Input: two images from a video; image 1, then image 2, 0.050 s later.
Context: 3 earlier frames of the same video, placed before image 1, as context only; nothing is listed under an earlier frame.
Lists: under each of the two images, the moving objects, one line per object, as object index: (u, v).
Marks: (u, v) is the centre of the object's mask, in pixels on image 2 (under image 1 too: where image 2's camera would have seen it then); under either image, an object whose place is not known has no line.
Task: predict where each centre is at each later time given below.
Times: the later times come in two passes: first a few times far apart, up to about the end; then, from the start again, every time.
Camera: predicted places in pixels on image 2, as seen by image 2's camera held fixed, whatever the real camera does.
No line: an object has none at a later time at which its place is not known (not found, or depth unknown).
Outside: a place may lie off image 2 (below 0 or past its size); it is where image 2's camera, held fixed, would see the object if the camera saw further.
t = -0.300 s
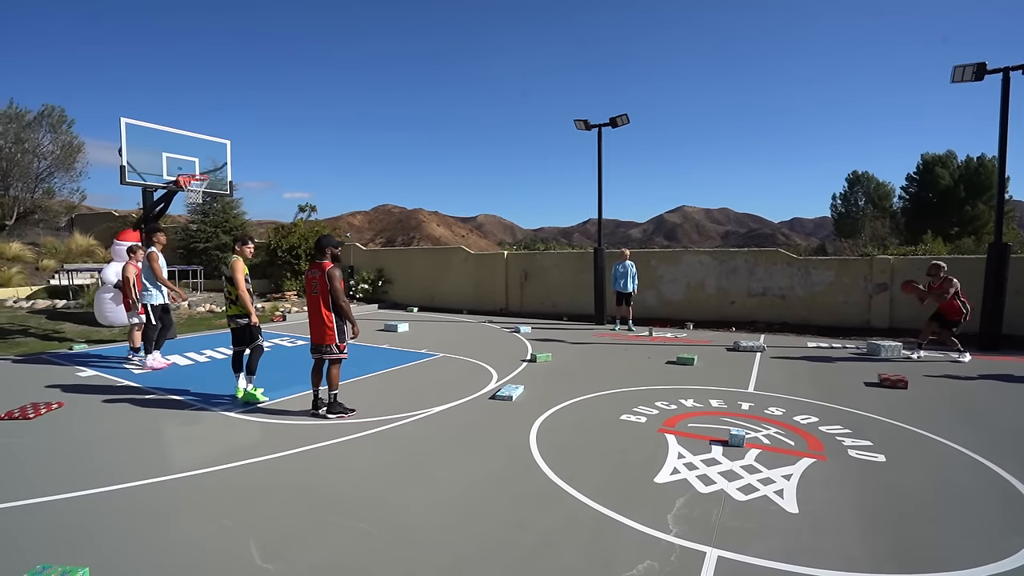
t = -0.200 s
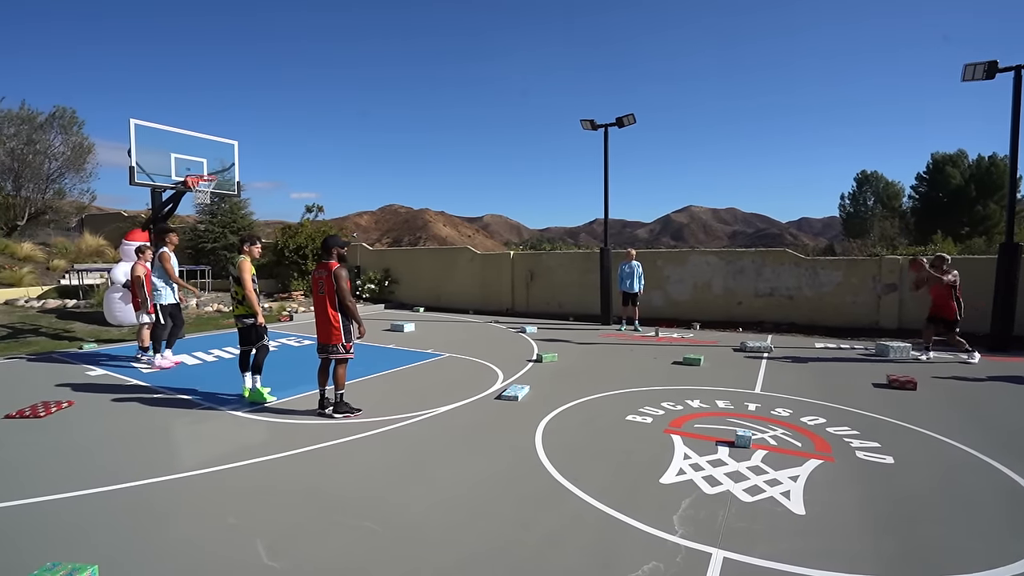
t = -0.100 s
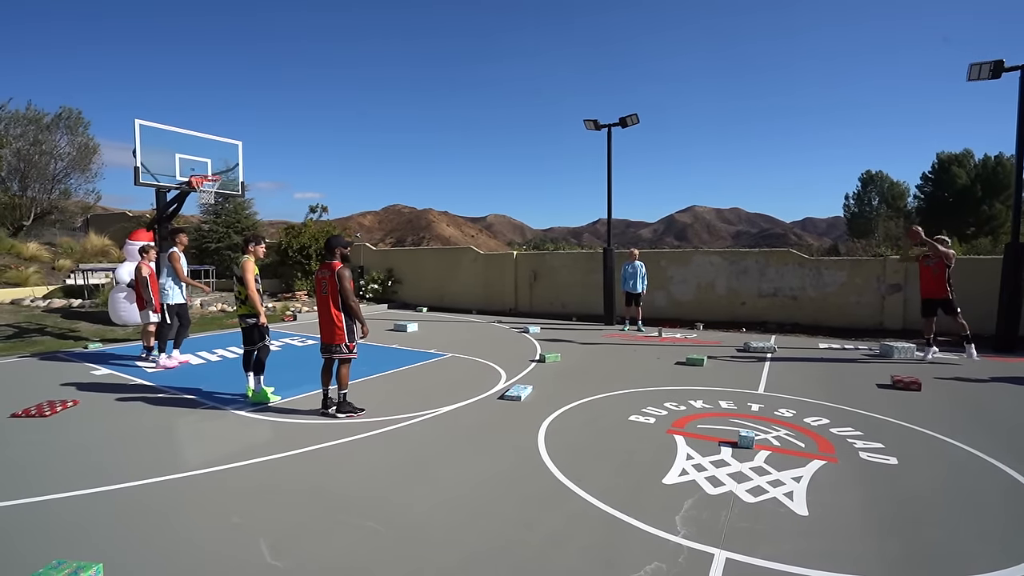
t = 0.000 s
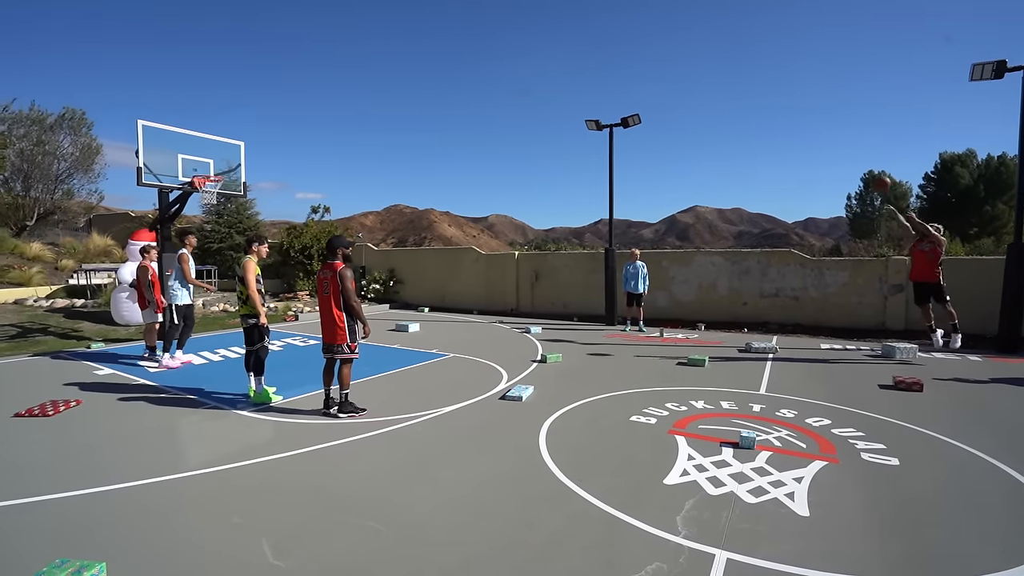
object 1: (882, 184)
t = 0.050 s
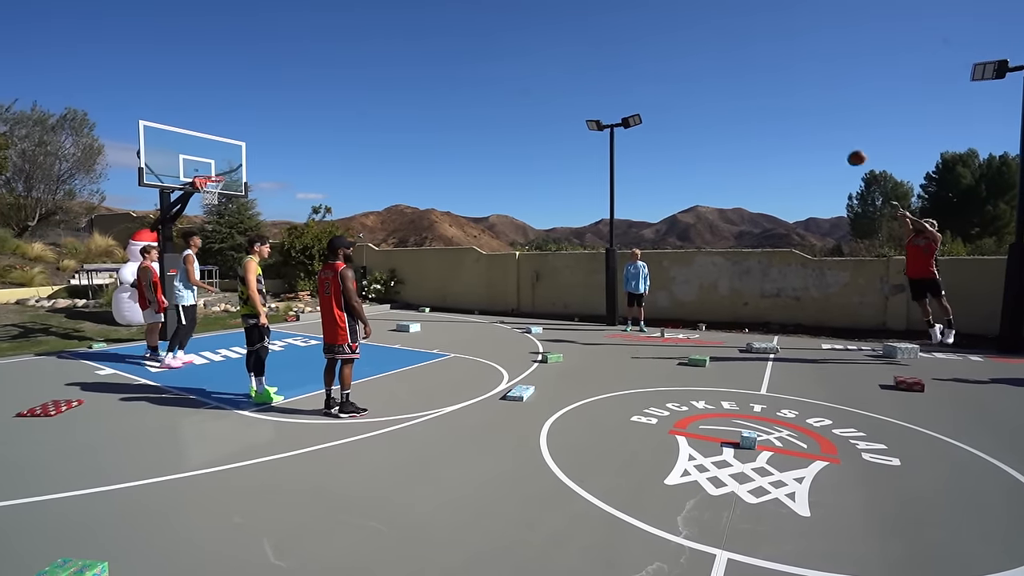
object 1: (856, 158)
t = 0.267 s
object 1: (750, 66)
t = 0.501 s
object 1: (644, 4)
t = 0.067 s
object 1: (847, 150)
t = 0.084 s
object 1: (839, 142)
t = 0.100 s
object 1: (831, 134)
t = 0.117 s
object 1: (823, 126)
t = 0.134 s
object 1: (814, 119)
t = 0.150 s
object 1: (806, 112)
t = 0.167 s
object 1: (798, 105)
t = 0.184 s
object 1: (790, 98)
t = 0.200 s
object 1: (782, 91)
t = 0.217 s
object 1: (774, 85)
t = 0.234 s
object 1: (766, 78)
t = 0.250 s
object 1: (758, 72)
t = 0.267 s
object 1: (750, 66)
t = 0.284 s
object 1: (742, 61)
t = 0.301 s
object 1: (735, 55)
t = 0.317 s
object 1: (727, 50)
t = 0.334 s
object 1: (719, 45)
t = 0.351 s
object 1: (712, 40)
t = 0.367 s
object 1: (704, 35)
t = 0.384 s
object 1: (696, 31)
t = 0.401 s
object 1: (689, 26)
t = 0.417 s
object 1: (681, 22)
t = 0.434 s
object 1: (674, 18)
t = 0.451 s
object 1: (666, 14)
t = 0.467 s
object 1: (659, 11)
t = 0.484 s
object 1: (652, 7)
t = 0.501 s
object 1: (644, 4)
